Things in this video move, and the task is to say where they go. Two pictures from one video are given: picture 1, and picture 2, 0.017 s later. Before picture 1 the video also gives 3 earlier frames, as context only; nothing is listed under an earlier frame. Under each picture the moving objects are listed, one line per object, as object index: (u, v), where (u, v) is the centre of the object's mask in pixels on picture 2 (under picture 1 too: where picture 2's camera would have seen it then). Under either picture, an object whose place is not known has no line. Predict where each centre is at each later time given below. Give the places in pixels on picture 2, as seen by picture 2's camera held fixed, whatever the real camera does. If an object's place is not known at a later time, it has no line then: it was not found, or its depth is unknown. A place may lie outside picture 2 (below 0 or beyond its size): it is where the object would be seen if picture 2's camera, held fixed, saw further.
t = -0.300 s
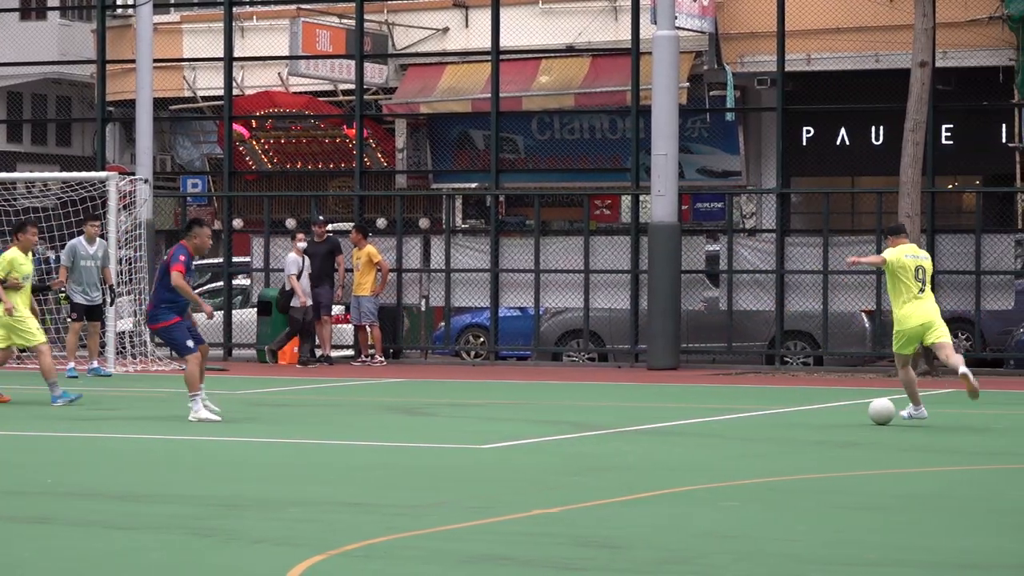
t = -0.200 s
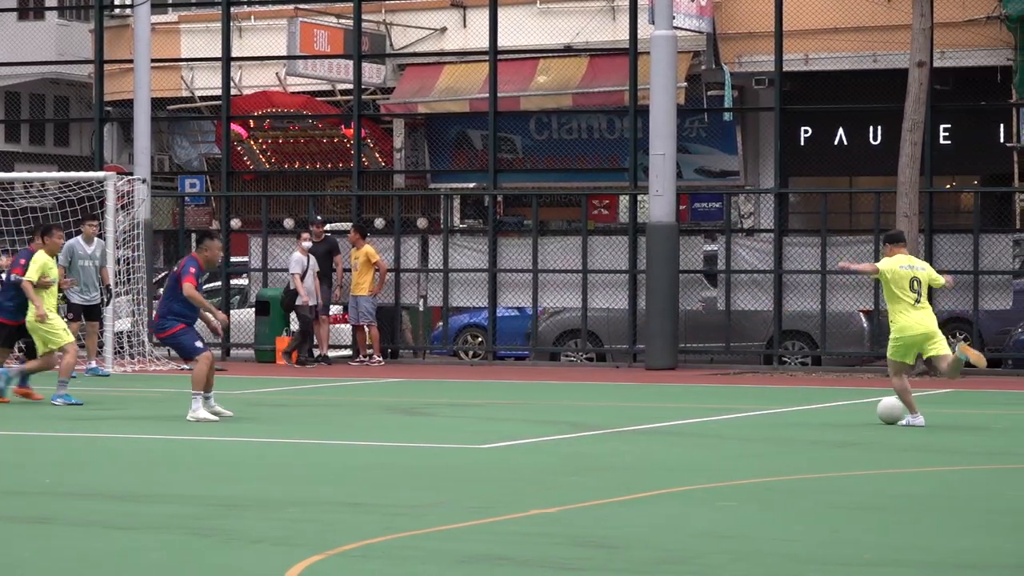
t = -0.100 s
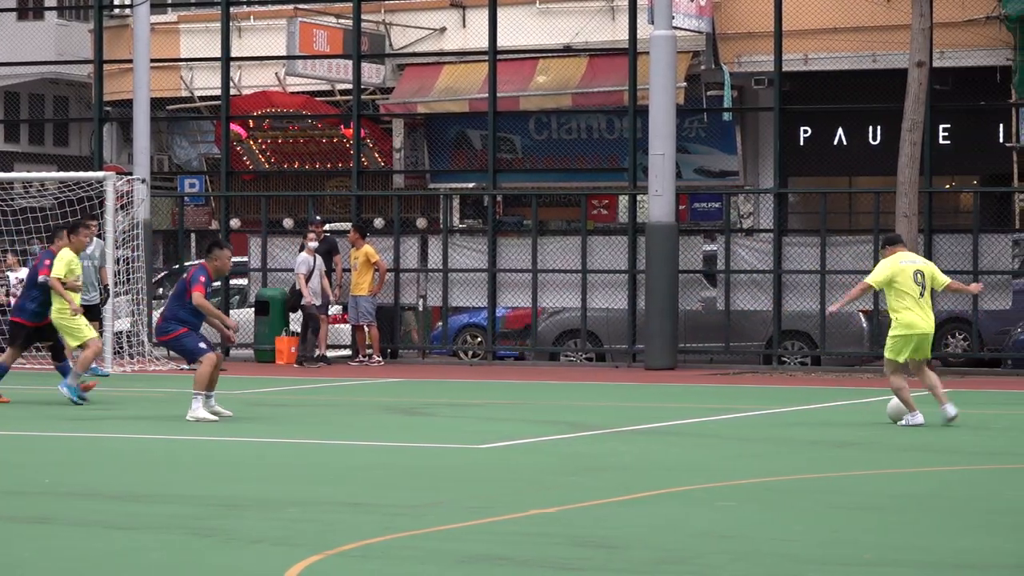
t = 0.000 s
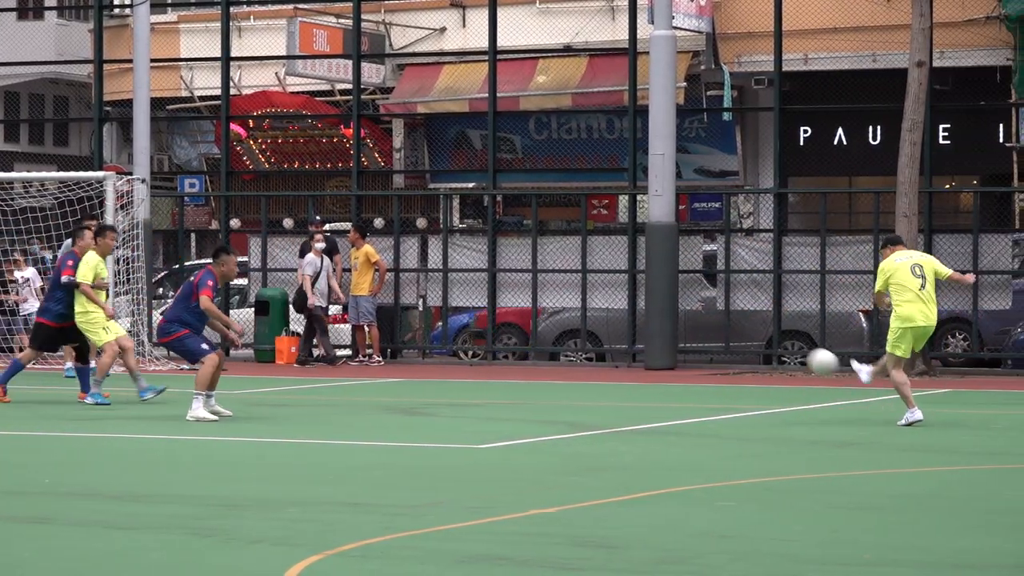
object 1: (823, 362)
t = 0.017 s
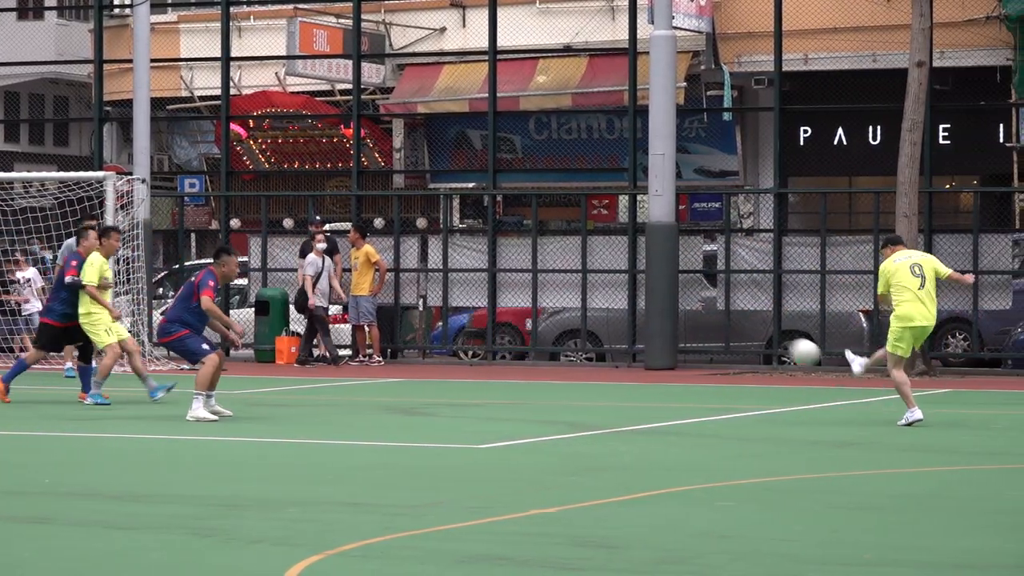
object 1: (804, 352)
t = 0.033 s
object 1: (786, 343)
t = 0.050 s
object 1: (768, 334)
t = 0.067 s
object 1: (750, 325)
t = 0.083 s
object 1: (732, 317)
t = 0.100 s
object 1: (715, 309)
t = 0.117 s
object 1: (697, 301)
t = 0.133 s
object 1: (678, 293)
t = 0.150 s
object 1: (661, 286)
